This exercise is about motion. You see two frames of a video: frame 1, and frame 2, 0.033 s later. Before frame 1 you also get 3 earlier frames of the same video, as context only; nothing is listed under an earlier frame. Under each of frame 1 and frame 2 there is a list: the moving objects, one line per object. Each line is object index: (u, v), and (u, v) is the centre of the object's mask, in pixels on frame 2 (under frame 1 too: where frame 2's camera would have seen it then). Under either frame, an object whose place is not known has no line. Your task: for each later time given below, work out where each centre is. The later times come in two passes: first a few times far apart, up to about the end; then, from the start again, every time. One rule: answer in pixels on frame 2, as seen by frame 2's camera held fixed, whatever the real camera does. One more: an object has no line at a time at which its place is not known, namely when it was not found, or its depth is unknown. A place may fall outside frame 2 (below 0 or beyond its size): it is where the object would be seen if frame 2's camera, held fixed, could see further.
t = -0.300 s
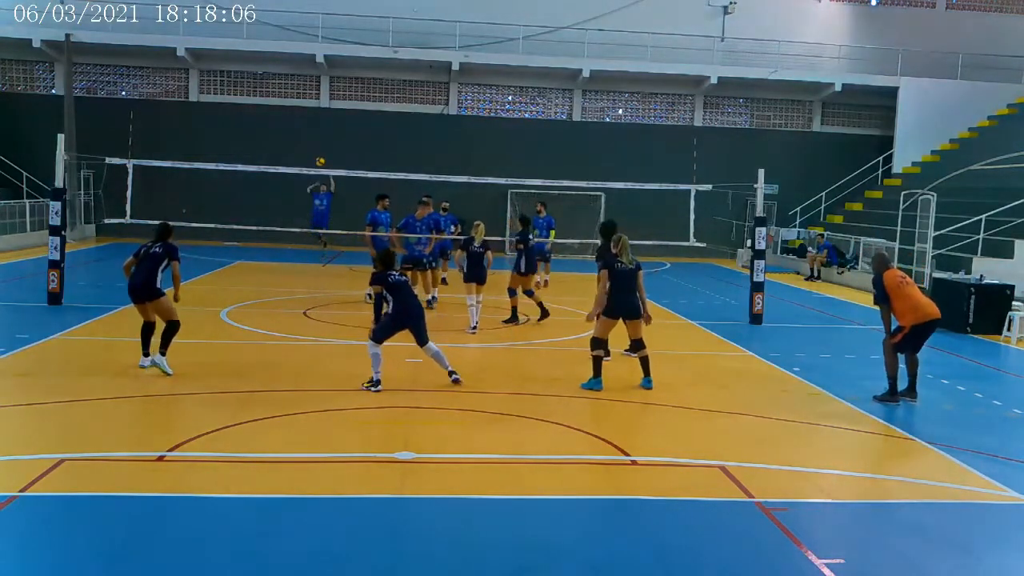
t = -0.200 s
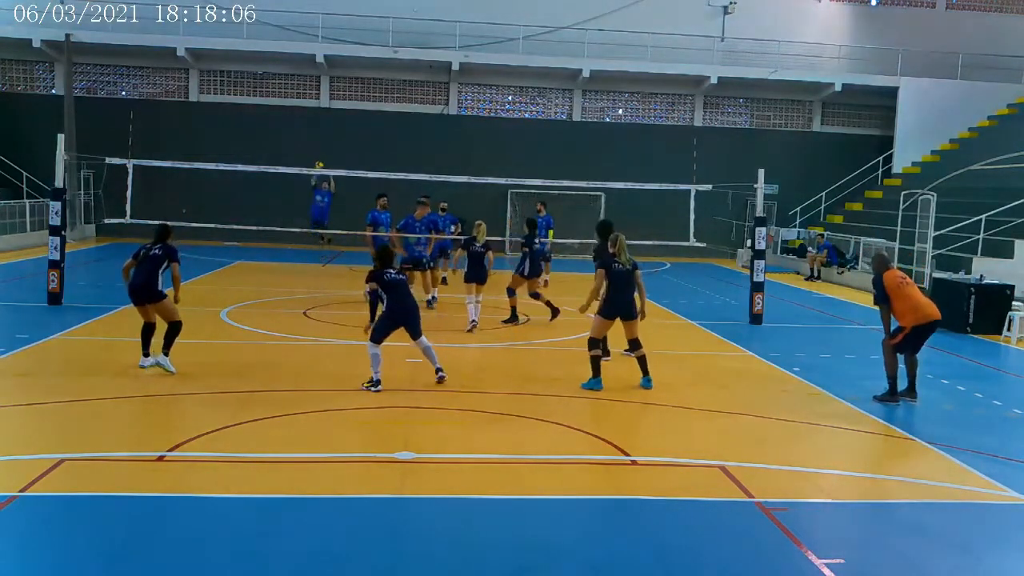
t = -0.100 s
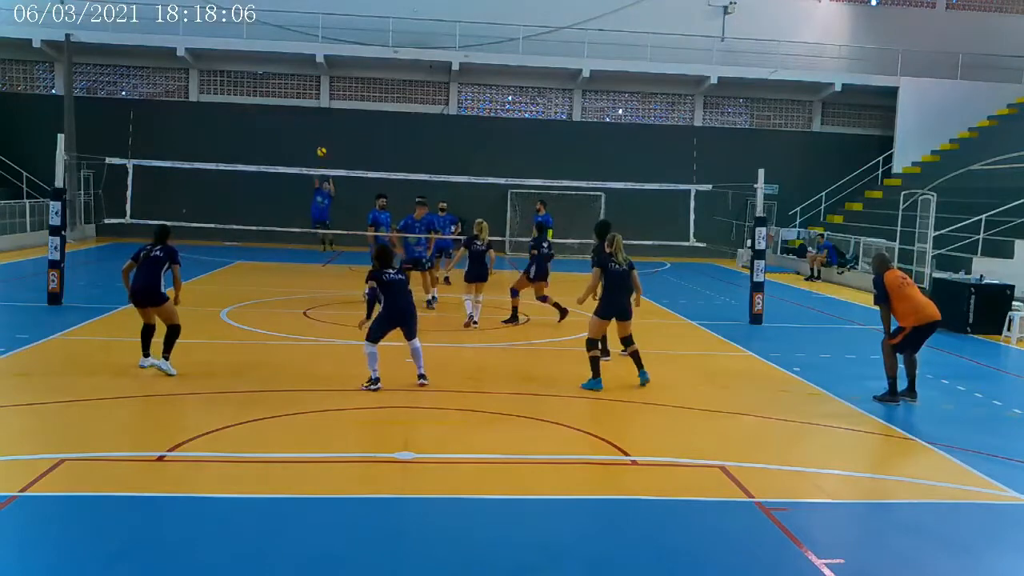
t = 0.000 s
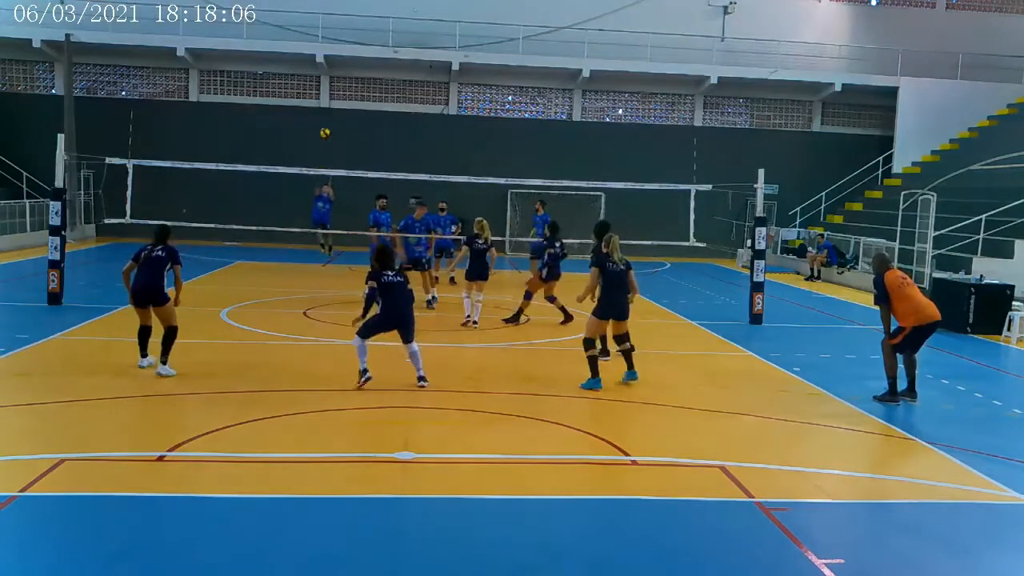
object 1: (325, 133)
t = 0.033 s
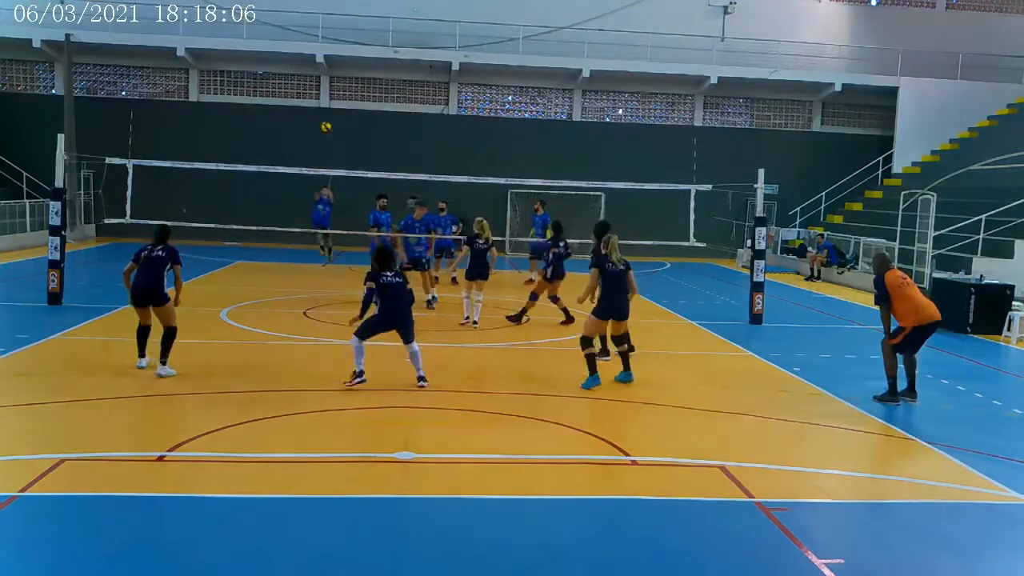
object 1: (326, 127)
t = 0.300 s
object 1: (333, 90)
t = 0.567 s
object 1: (336, 77)
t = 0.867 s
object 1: (337, 106)
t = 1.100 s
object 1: (332, 182)
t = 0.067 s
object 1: (327, 121)
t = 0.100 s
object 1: (328, 116)
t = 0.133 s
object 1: (330, 111)
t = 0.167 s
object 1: (331, 107)
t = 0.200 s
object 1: (331, 102)
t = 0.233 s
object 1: (332, 98)
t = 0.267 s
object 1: (333, 94)
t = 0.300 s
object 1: (333, 90)
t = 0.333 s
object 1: (334, 87)
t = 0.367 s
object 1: (334, 84)
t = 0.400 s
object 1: (334, 83)
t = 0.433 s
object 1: (335, 80)
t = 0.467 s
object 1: (335, 78)
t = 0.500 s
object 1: (336, 77)
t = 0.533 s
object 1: (336, 77)
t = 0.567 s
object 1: (336, 77)
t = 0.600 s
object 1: (336, 77)
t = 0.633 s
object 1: (337, 78)
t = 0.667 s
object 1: (337, 80)
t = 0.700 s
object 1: (337, 82)
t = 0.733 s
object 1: (337, 85)
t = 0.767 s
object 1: (337, 90)
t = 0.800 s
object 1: (337, 94)
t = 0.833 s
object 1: (337, 100)
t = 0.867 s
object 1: (337, 106)
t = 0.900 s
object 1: (337, 114)
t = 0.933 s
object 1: (336, 123)
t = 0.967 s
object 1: (336, 132)
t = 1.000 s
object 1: (335, 143)
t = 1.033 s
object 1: (334, 155)
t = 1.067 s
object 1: (333, 168)
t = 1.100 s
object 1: (332, 182)
